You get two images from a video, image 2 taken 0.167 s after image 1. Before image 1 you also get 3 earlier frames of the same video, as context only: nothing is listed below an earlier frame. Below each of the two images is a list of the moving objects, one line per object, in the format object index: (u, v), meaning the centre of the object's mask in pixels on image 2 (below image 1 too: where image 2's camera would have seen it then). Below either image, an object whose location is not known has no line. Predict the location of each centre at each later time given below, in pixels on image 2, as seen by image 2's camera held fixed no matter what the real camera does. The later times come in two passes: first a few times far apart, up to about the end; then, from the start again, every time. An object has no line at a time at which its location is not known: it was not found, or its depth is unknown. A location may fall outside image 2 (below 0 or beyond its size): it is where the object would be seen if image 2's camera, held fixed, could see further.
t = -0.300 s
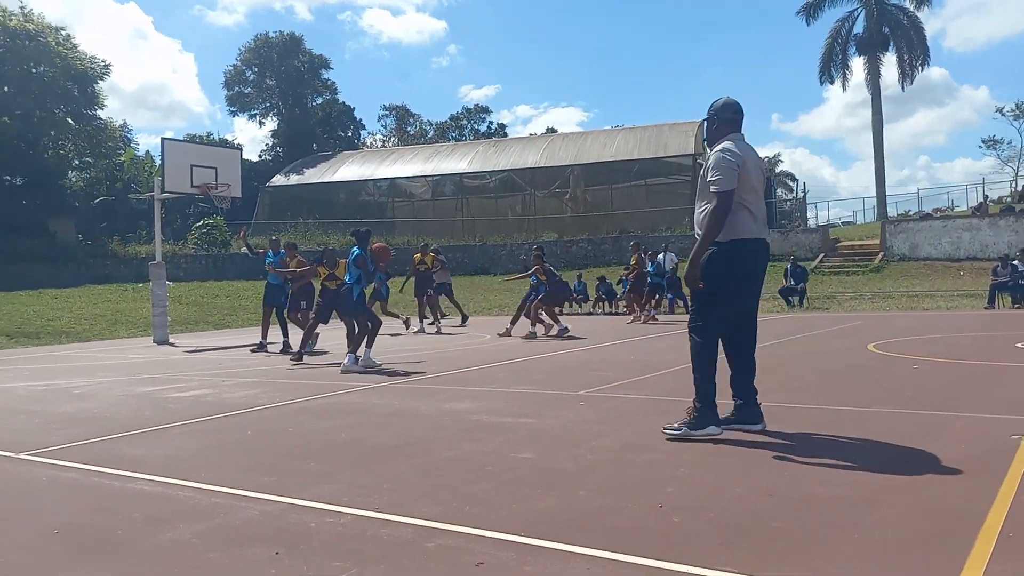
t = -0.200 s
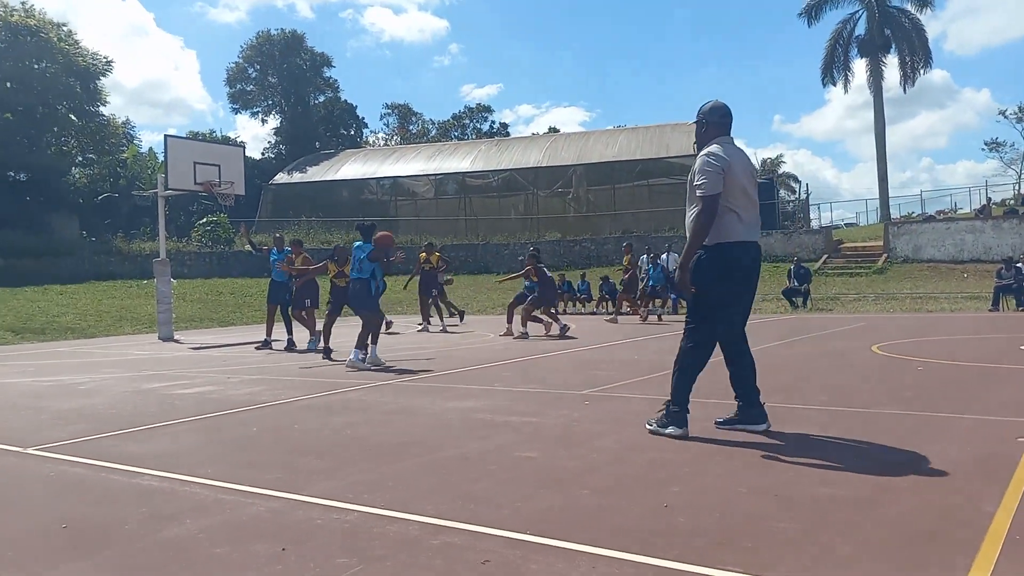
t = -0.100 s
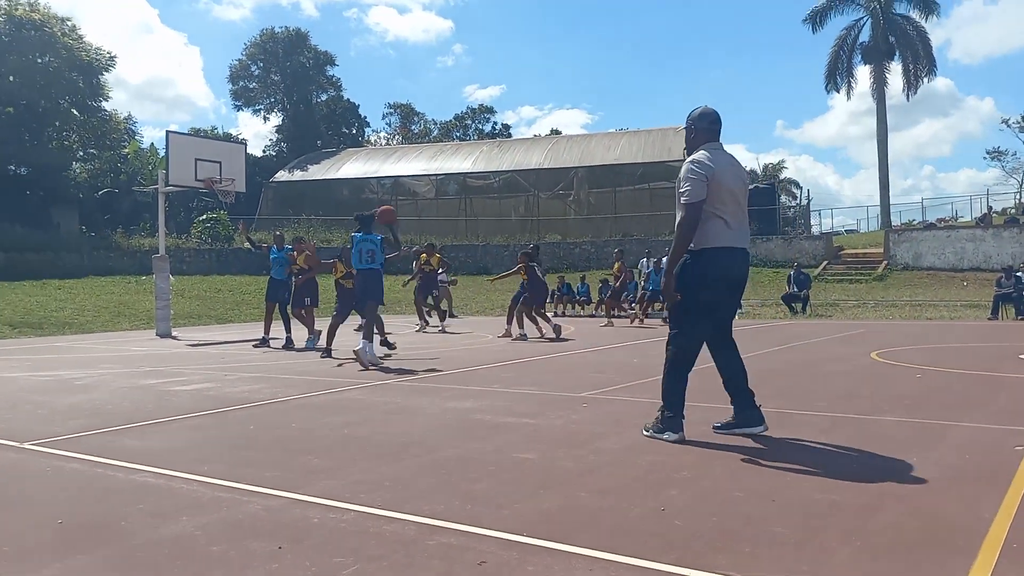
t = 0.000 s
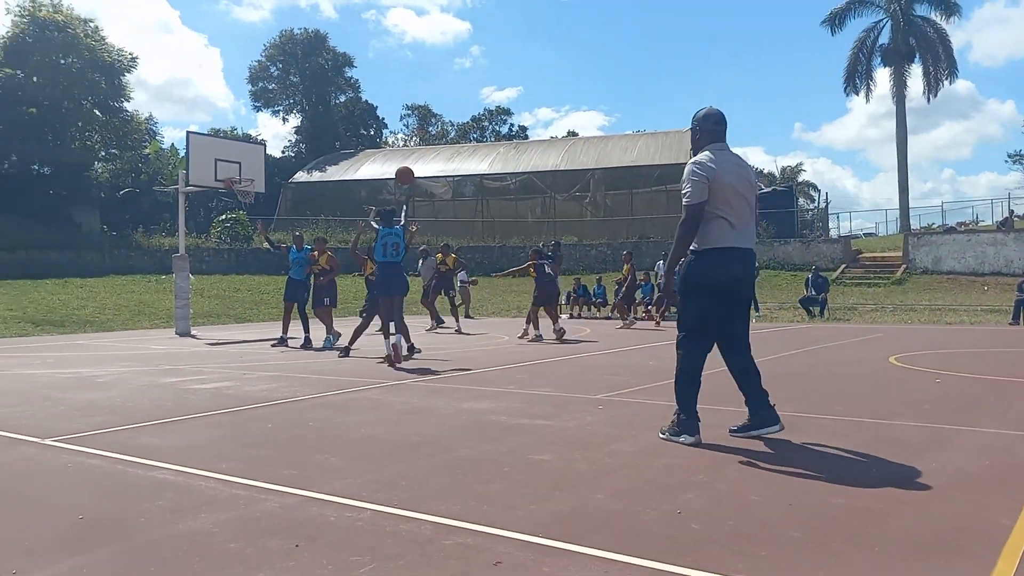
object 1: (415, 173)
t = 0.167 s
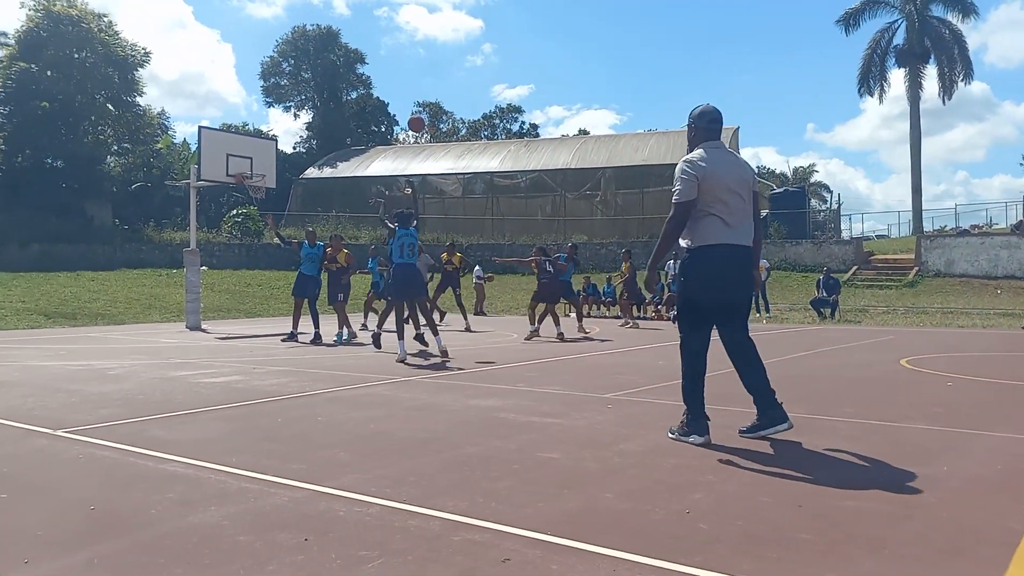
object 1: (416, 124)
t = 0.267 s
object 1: (417, 108)
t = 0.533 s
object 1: (420, 102)
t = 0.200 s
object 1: (417, 118)
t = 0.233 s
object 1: (417, 112)
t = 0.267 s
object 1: (417, 108)
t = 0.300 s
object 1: (418, 105)
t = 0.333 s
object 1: (419, 102)
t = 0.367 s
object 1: (419, 101)
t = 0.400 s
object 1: (418, 99)
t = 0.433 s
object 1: (419, 99)
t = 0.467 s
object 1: (419, 99)
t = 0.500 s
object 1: (420, 100)
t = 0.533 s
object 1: (420, 102)
